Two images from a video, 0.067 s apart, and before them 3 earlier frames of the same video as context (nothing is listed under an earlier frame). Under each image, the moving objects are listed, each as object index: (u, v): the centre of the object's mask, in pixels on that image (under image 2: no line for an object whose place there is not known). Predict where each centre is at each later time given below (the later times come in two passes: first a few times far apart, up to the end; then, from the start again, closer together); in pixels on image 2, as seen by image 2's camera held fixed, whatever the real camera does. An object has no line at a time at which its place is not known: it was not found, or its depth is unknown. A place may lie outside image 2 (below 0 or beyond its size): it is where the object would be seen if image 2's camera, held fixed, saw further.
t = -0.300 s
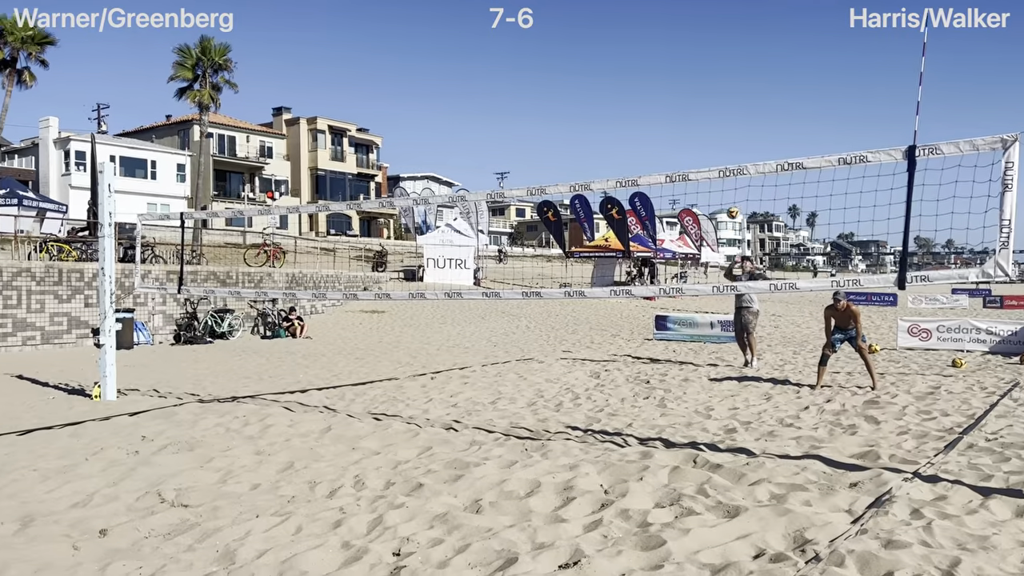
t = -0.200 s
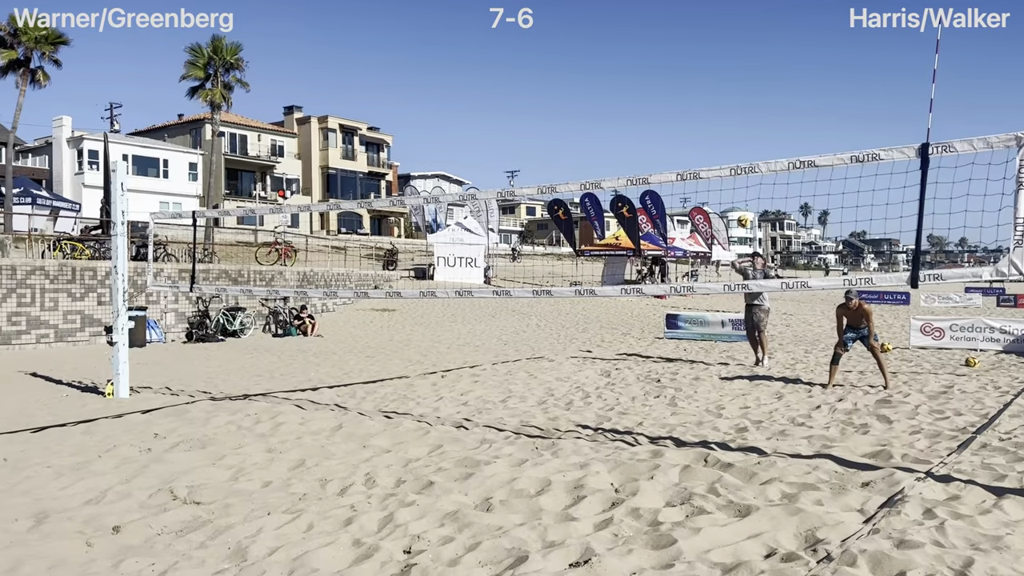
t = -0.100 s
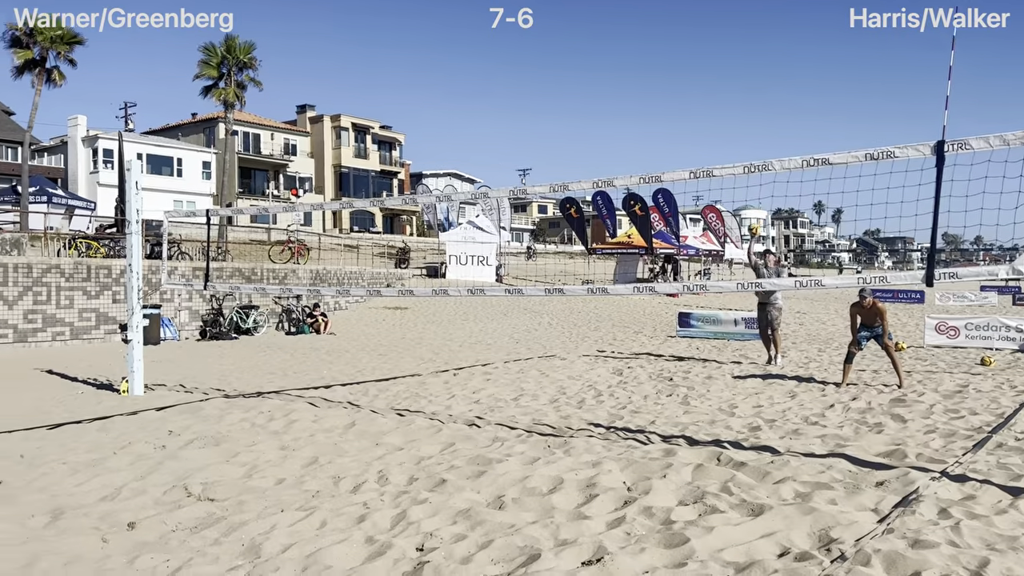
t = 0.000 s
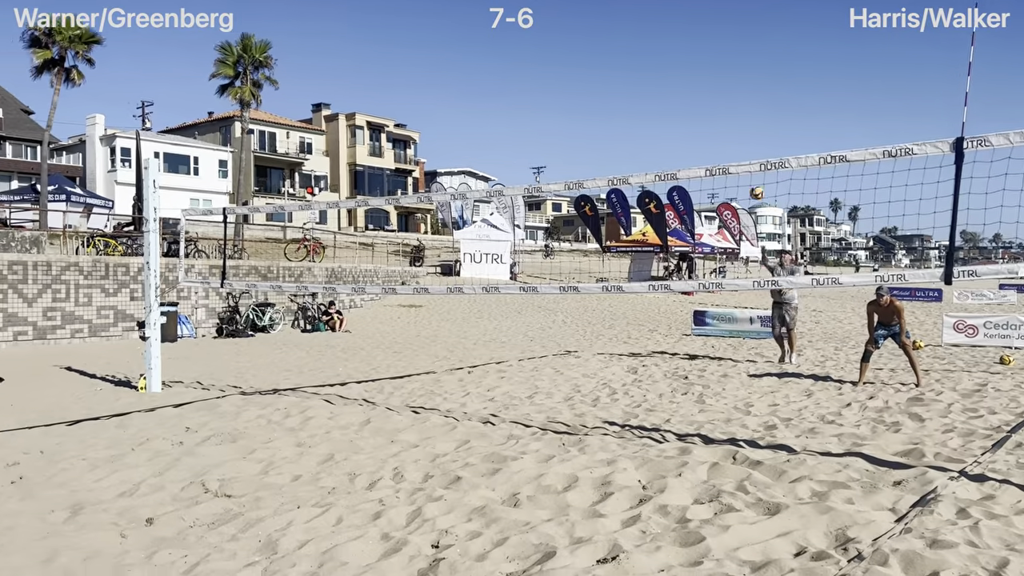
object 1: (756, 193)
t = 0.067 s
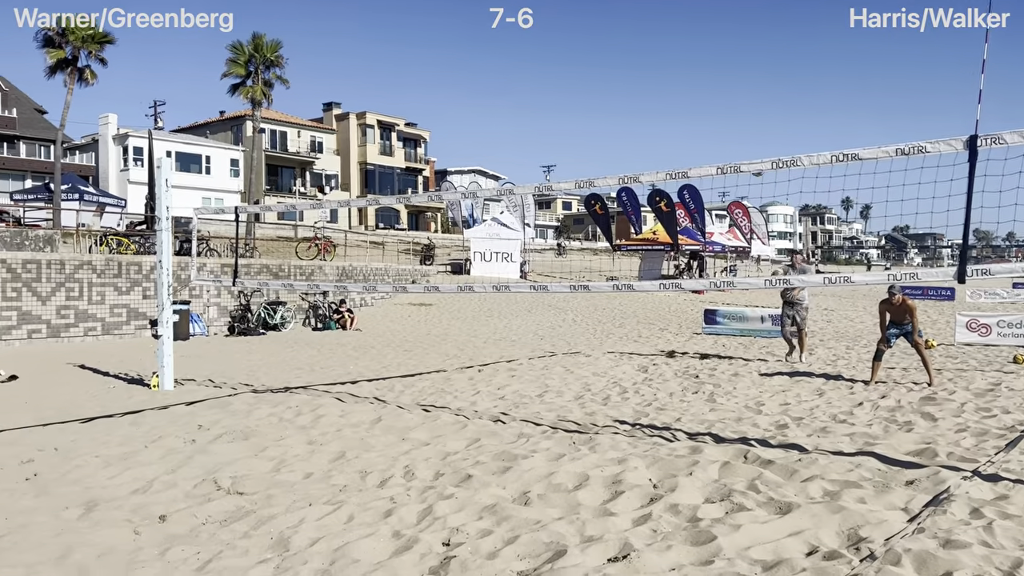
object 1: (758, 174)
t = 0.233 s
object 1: (732, 116)
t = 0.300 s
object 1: (721, 95)
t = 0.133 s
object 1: (748, 147)
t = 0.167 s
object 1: (743, 137)
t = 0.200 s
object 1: (738, 126)
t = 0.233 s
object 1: (732, 116)
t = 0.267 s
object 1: (727, 105)
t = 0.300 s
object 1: (721, 95)
